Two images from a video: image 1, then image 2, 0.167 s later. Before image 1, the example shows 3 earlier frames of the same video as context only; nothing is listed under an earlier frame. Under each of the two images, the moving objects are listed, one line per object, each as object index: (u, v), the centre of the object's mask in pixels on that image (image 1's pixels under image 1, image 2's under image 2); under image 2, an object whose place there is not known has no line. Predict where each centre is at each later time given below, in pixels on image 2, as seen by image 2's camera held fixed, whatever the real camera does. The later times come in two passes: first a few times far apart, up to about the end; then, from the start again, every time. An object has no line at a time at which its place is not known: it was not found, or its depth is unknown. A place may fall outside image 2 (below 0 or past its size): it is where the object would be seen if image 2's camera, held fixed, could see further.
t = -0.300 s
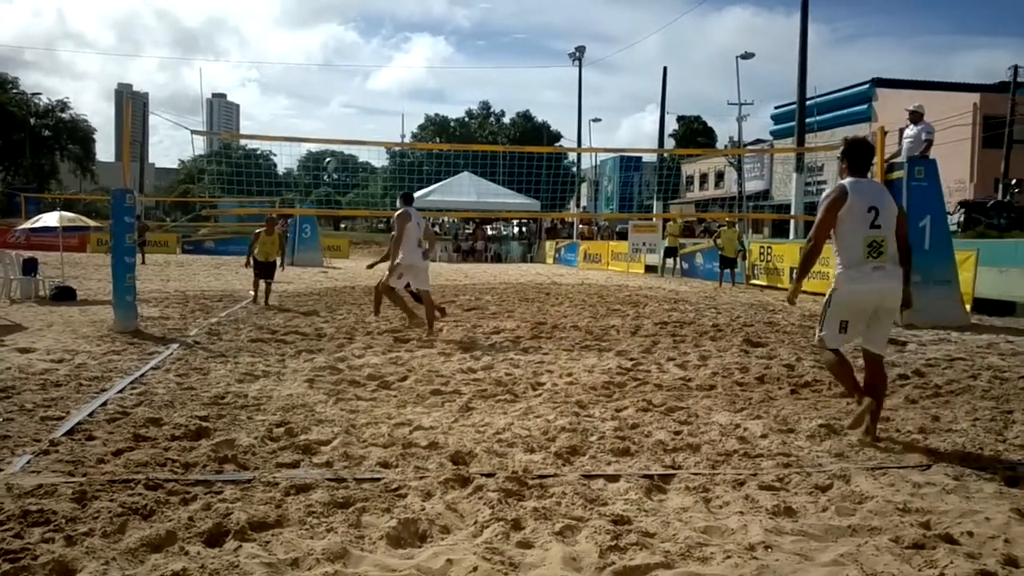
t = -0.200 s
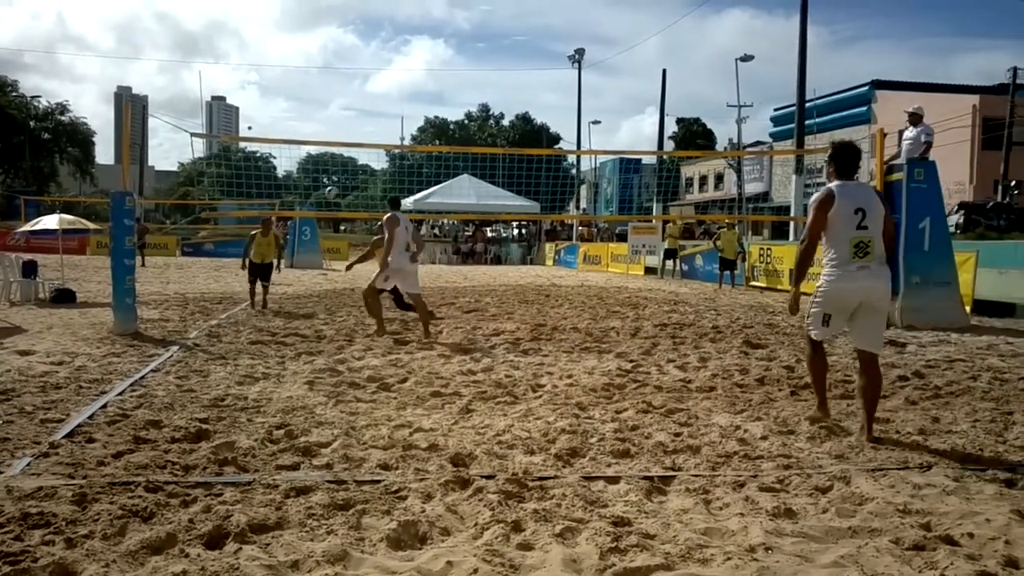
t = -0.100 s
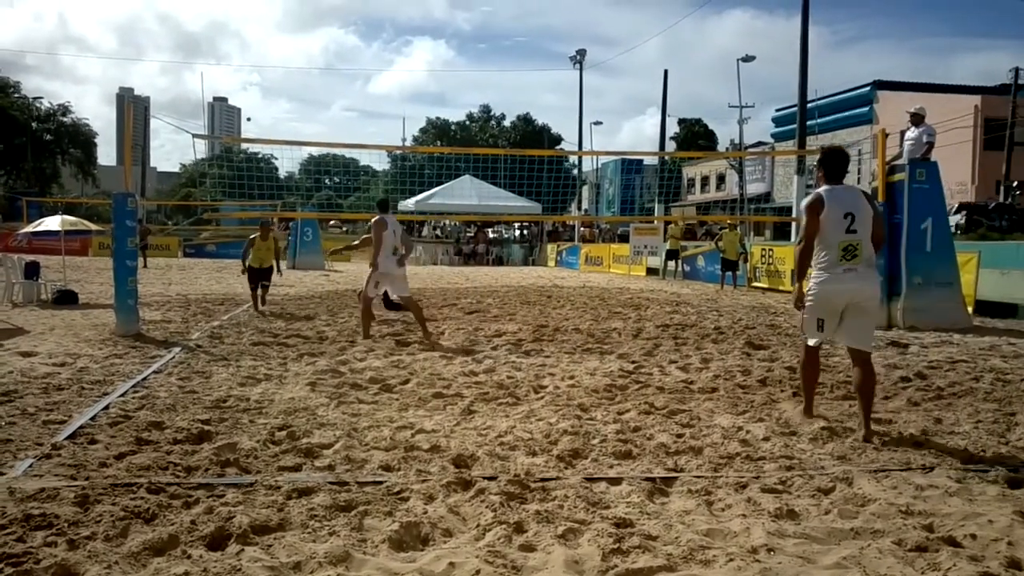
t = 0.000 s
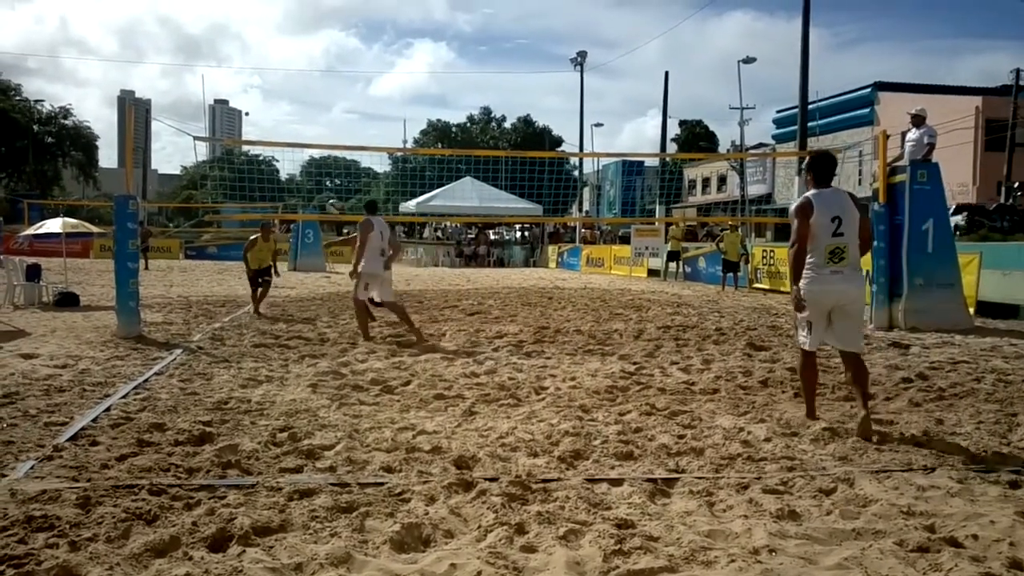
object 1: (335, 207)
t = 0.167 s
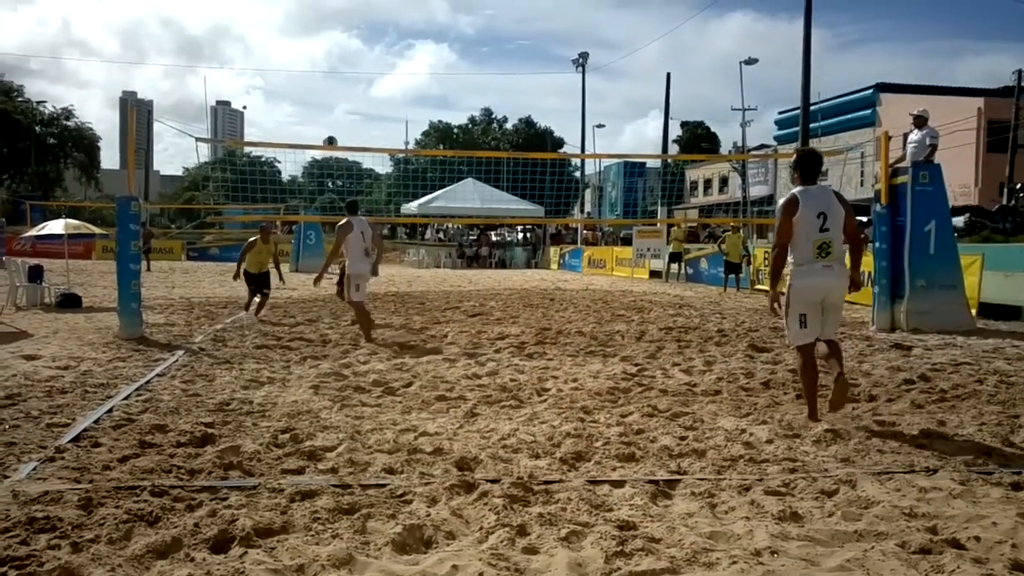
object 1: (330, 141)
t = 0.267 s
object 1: (326, 111)
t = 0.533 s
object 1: (315, 60)
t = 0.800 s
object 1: (302, 59)
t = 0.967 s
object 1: (295, 86)
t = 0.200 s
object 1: (329, 131)
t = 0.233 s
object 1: (328, 121)
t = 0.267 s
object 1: (326, 111)
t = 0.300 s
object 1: (325, 102)
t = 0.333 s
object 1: (324, 93)
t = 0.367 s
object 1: (322, 86)
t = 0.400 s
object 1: (321, 79)
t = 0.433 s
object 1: (319, 73)
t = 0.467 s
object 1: (318, 68)
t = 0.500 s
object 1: (317, 64)
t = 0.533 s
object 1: (315, 60)
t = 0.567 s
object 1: (313, 57)
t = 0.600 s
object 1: (311, 55)
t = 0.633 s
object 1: (310, 54)
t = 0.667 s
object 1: (309, 53)
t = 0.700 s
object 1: (307, 53)
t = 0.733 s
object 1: (305, 55)
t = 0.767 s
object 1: (304, 56)
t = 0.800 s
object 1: (302, 59)
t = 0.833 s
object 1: (301, 63)
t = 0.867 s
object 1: (300, 67)
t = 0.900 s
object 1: (298, 73)
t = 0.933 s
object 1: (296, 79)
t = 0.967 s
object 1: (295, 86)
